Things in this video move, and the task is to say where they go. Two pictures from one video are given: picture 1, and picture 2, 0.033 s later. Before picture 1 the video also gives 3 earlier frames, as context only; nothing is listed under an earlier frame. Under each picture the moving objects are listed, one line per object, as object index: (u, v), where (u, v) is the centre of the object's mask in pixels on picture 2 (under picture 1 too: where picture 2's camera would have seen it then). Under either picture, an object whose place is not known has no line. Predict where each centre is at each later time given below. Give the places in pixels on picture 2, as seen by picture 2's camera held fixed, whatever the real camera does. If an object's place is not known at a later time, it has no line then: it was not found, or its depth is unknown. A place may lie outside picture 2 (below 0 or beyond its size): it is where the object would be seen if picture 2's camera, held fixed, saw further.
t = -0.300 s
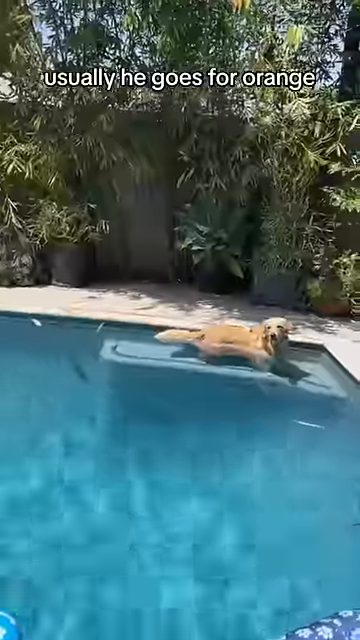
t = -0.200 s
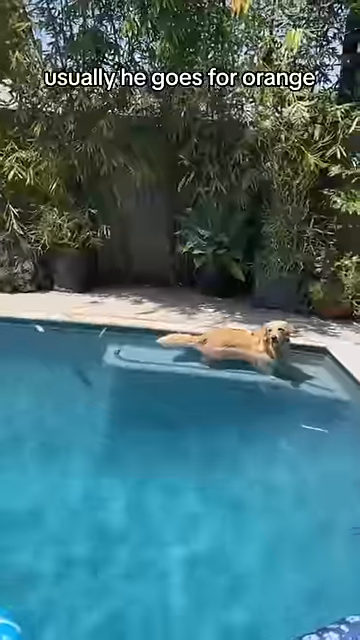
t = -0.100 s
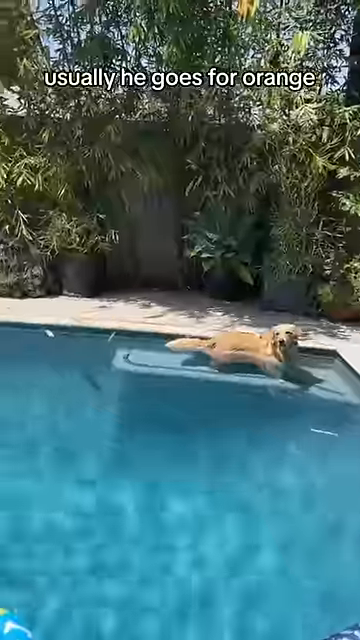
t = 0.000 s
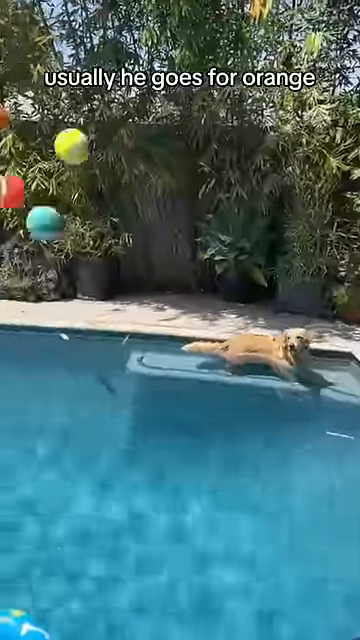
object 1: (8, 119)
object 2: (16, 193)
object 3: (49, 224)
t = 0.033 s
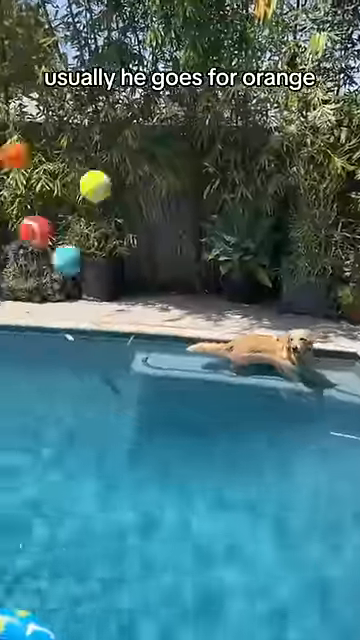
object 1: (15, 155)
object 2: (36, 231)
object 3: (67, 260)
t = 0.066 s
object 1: (30, 190)
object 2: (52, 267)
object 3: (83, 294)
